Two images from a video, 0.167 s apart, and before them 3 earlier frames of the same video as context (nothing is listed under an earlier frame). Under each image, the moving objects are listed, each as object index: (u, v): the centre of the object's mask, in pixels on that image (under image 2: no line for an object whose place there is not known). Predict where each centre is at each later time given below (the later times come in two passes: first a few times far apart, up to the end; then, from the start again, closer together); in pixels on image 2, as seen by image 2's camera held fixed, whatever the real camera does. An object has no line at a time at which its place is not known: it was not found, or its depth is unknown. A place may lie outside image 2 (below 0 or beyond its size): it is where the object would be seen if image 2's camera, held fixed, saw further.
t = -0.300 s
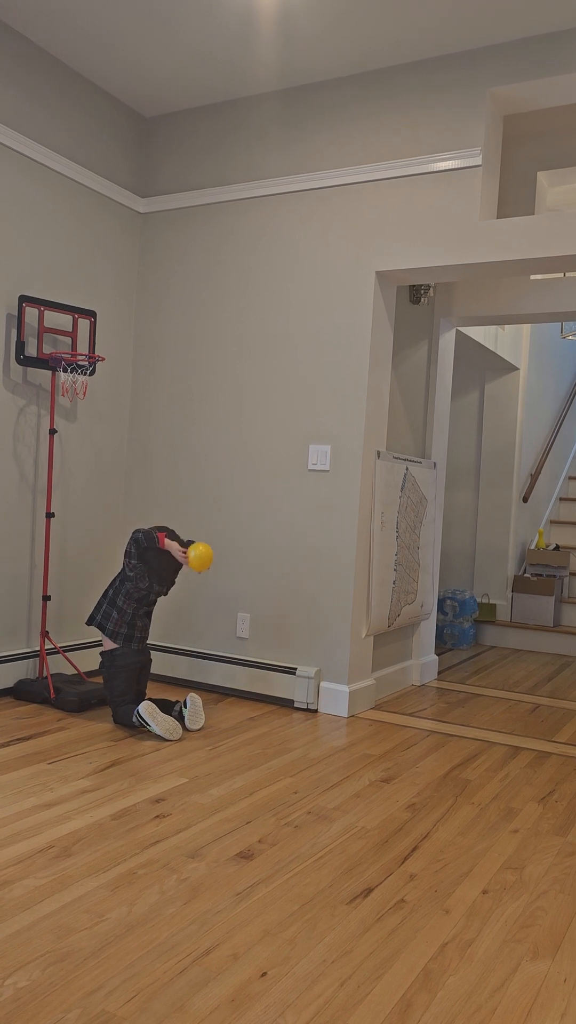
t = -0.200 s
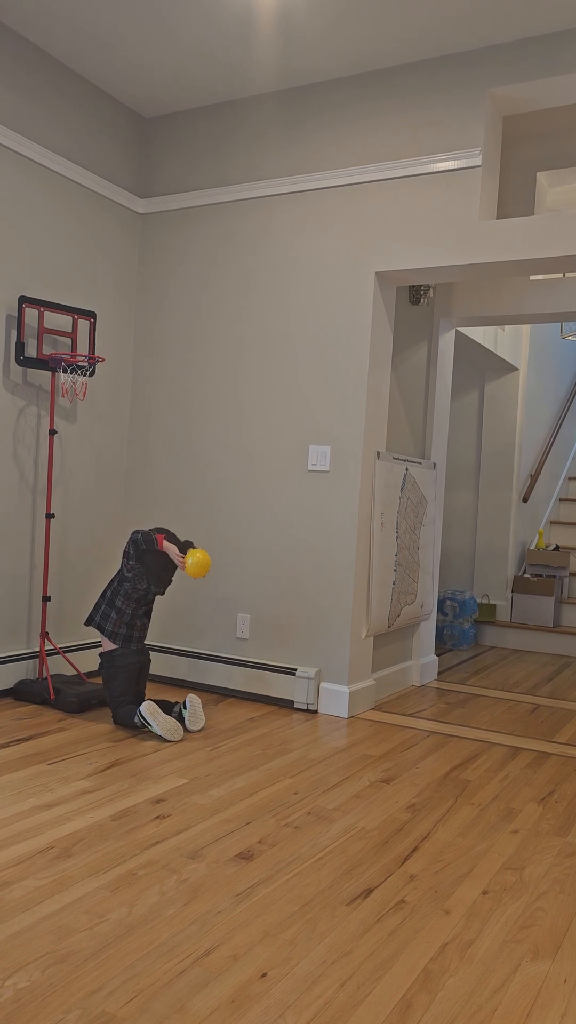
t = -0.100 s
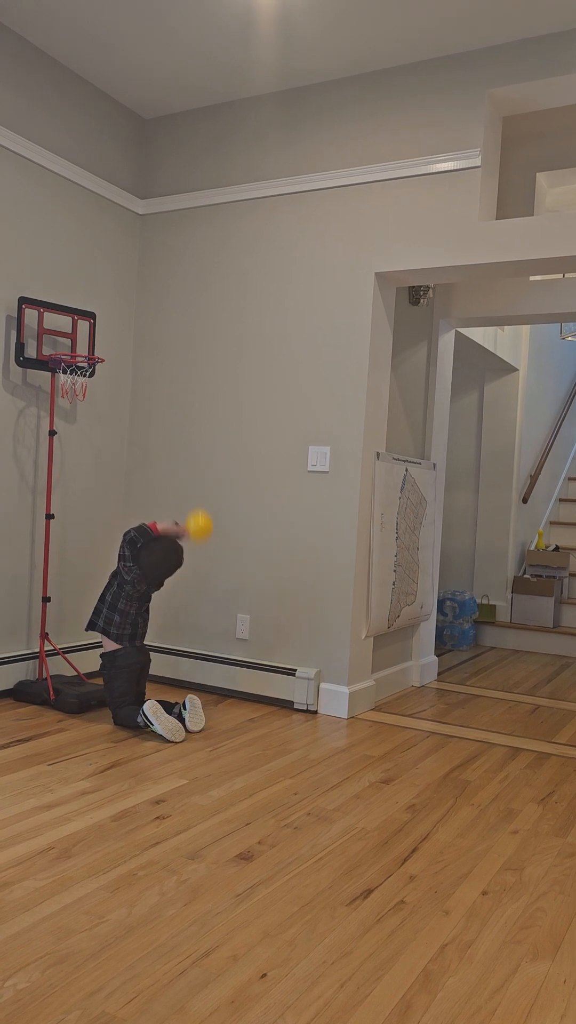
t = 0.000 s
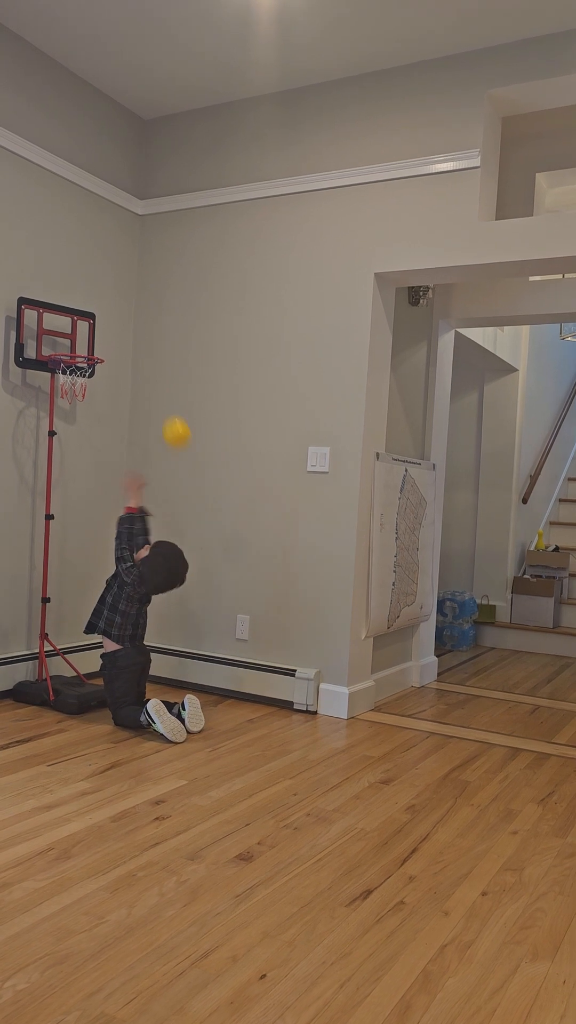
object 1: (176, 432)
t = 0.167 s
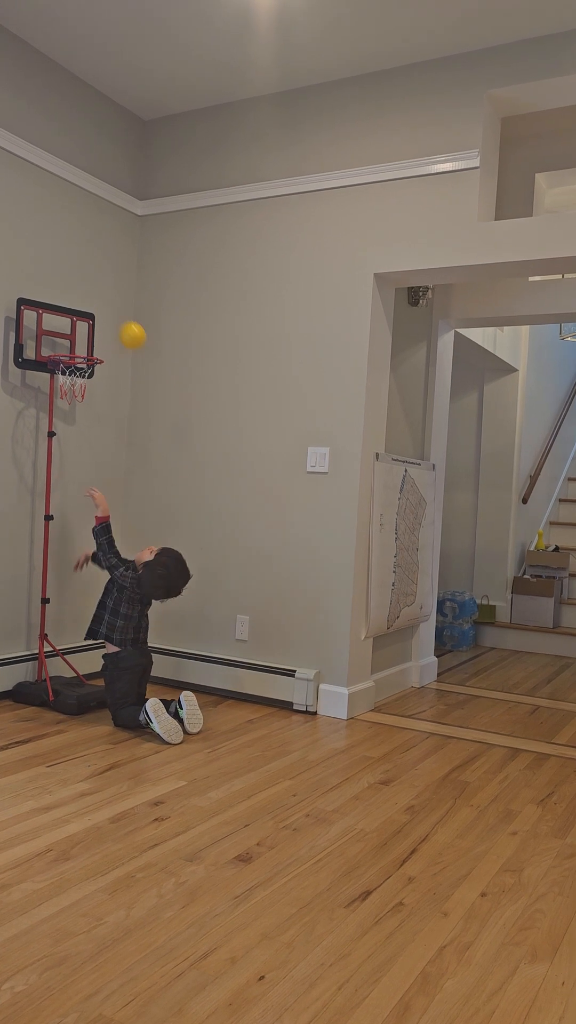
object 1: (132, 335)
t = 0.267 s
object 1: (106, 310)
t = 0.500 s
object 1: (92, 322)
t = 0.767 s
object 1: (159, 384)
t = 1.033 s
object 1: (229, 559)
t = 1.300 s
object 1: (290, 633)
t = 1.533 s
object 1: (351, 530)
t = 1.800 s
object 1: (411, 565)
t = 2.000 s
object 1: (444, 691)
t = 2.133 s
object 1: (472, 688)
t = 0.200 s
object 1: (124, 324)
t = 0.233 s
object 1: (115, 316)
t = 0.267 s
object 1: (106, 310)
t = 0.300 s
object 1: (98, 307)
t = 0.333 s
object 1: (90, 305)
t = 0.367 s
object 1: (82, 306)
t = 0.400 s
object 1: (76, 309)
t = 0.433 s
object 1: (82, 311)
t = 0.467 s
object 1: (87, 316)
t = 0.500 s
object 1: (92, 322)
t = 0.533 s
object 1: (98, 331)
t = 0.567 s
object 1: (103, 342)
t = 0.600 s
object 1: (108, 351)
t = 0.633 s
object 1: (119, 354)
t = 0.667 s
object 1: (129, 359)
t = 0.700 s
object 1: (139, 365)
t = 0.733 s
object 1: (148, 373)
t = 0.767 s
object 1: (159, 384)
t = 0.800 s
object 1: (169, 397)
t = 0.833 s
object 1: (179, 413)
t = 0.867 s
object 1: (188, 432)
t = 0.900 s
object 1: (197, 453)
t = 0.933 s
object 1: (206, 477)
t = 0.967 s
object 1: (214, 502)
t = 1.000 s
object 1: (221, 530)
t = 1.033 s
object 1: (229, 559)
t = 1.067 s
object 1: (236, 591)
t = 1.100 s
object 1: (243, 625)
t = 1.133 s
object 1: (249, 662)
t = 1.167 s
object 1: (255, 703)
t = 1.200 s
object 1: (262, 718)
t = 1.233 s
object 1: (271, 688)
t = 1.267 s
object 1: (281, 658)
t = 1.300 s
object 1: (290, 633)
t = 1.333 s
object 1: (299, 610)
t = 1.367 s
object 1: (308, 590)
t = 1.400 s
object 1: (317, 572)
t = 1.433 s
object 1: (326, 558)
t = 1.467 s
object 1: (334, 546)
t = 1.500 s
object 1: (343, 537)
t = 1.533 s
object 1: (351, 530)
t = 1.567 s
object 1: (359, 525)
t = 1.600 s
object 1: (367, 524)
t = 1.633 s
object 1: (375, 524)
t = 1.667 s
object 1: (382, 527)
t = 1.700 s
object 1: (390, 533)
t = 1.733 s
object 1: (397, 541)
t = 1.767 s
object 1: (404, 552)
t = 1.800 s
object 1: (411, 565)
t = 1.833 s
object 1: (417, 580)
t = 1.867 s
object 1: (423, 598)
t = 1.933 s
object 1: (435, 640)
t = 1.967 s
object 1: (440, 663)
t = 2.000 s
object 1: (444, 691)
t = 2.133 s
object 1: (472, 688)
